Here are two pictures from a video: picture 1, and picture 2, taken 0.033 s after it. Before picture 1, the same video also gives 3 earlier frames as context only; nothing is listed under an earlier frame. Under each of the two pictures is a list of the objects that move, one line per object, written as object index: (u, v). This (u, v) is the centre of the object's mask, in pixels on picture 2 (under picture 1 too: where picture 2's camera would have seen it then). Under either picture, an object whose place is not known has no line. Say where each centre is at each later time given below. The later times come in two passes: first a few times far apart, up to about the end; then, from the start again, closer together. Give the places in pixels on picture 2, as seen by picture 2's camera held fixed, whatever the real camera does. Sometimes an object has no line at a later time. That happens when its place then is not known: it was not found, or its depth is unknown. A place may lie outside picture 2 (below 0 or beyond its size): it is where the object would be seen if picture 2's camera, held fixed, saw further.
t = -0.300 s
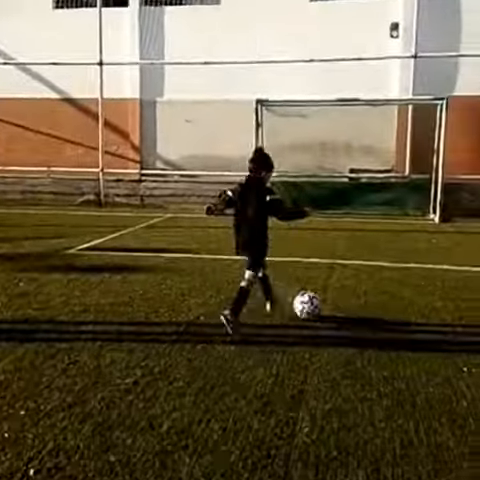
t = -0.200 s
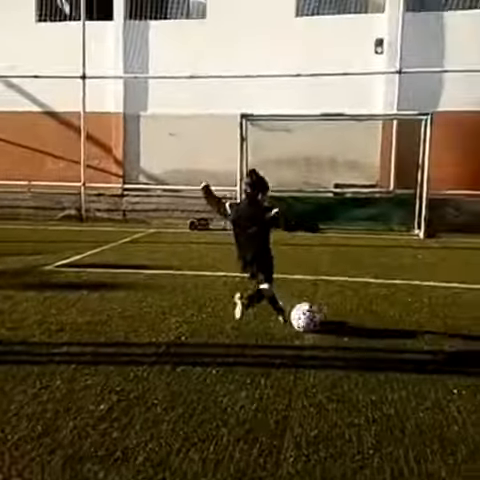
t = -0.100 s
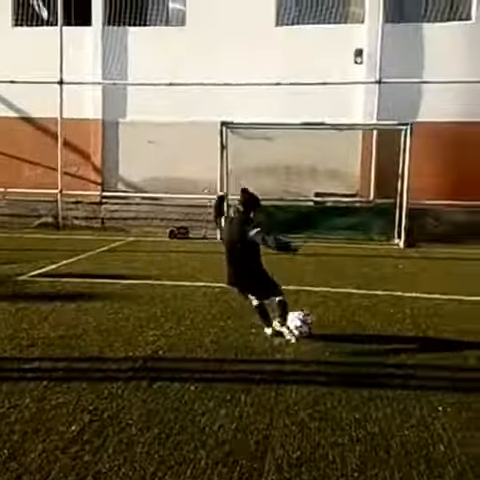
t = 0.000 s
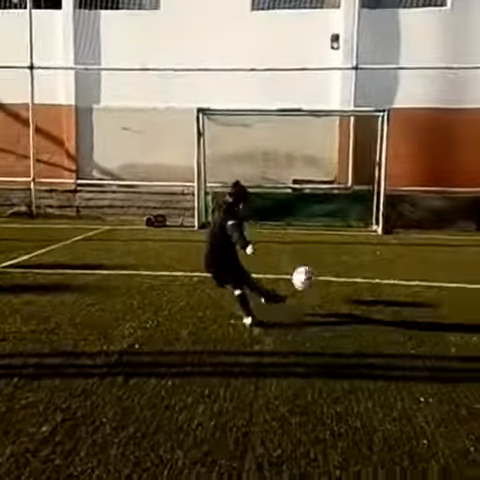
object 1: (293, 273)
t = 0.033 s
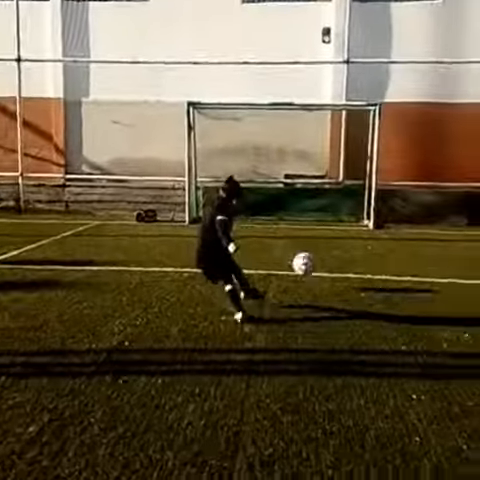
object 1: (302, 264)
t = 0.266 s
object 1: (336, 238)
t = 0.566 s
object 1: (356, 210)
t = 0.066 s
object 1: (309, 255)
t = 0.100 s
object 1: (314, 249)
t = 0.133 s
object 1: (321, 245)
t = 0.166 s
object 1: (326, 242)
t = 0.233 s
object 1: (333, 240)
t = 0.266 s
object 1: (336, 238)
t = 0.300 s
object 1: (338, 231)
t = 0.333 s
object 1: (342, 226)
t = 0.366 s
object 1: (345, 222)
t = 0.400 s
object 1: (347, 219)
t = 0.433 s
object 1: (349, 217)
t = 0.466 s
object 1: (352, 216)
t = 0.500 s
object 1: (353, 215)
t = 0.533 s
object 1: (354, 215)
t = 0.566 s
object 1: (356, 210)
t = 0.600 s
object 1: (356, 202)
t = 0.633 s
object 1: (355, 192)
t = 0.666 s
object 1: (354, 184)
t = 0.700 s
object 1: (354, 177)
